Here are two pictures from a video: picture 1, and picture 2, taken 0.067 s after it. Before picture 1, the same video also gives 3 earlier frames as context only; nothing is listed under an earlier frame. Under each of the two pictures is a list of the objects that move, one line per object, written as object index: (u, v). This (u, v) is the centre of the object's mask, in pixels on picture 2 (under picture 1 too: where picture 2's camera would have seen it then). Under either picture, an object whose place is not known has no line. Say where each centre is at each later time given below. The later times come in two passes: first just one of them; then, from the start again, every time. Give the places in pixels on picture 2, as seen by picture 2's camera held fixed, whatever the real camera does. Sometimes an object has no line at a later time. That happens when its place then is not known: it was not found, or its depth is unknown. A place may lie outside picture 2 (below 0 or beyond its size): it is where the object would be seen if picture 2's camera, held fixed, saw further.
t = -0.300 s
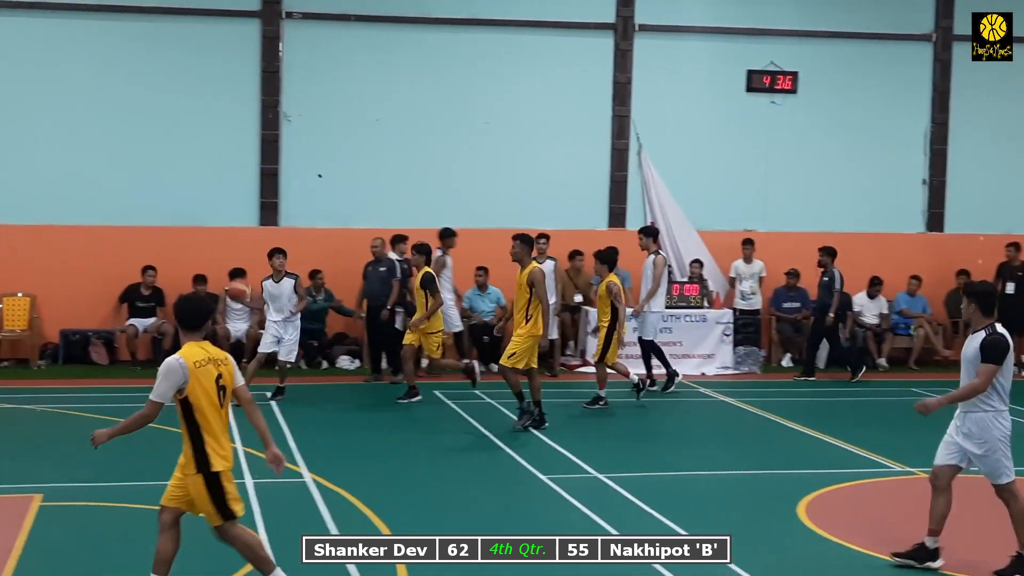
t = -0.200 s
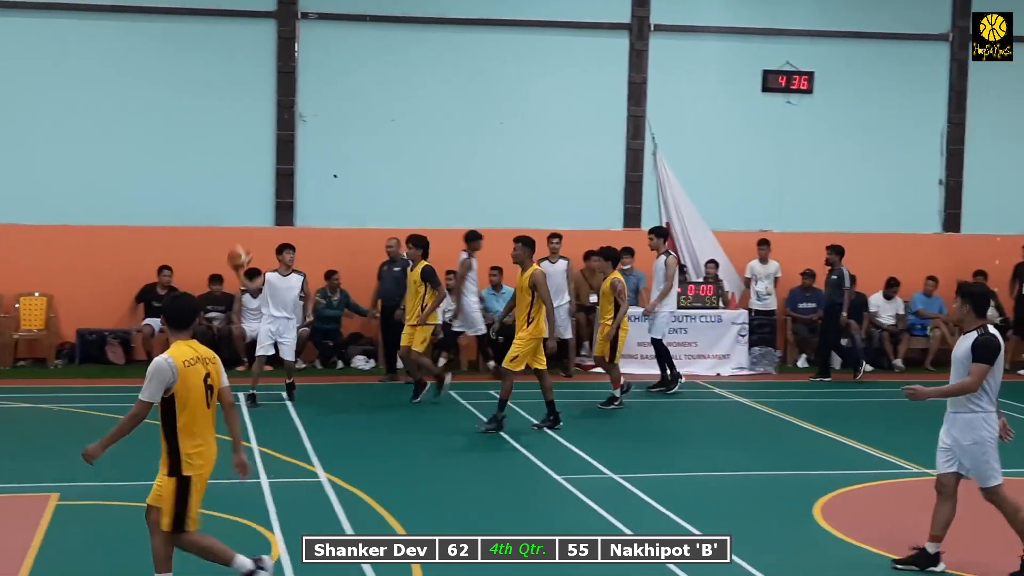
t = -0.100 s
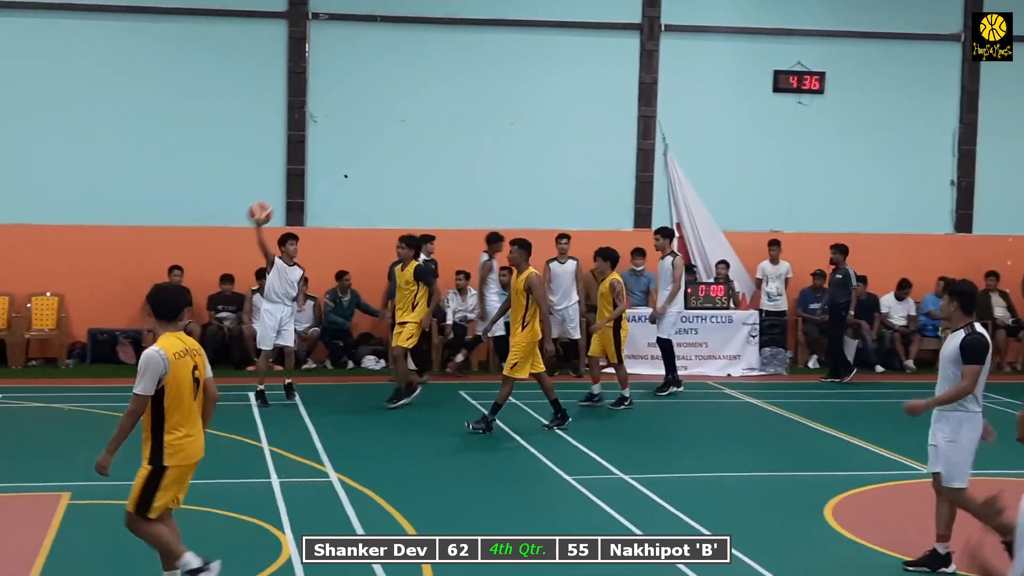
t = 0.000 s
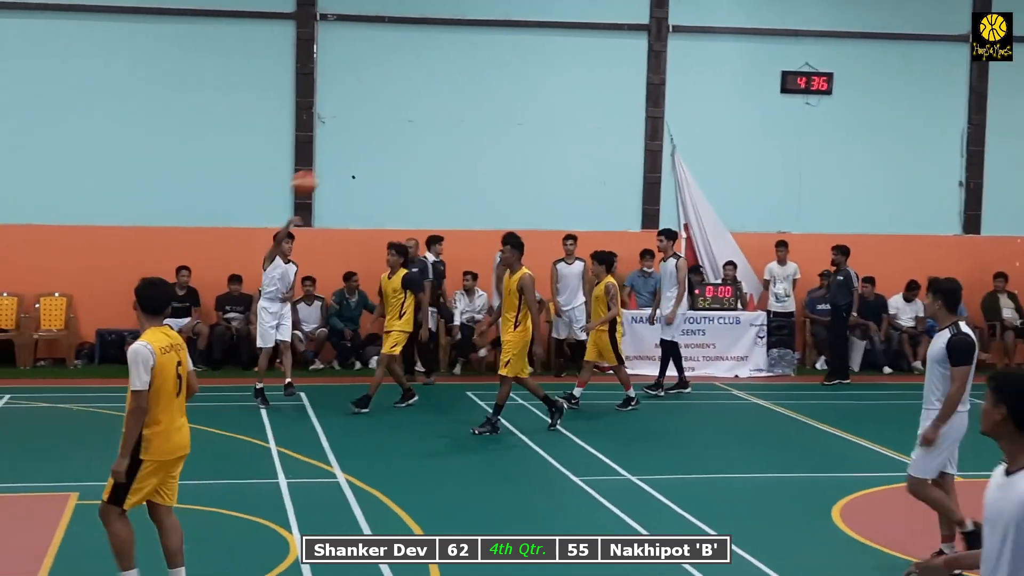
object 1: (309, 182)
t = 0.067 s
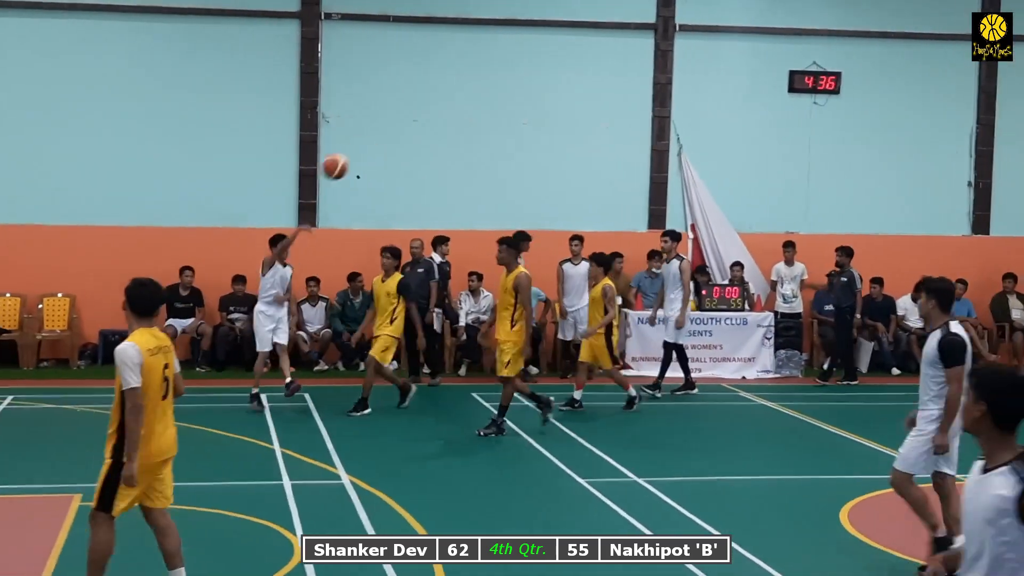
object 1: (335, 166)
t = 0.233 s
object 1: (407, 142)
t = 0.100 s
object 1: (348, 159)
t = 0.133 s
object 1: (362, 153)
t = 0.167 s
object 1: (377, 148)
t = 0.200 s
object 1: (391, 144)
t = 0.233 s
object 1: (407, 142)
